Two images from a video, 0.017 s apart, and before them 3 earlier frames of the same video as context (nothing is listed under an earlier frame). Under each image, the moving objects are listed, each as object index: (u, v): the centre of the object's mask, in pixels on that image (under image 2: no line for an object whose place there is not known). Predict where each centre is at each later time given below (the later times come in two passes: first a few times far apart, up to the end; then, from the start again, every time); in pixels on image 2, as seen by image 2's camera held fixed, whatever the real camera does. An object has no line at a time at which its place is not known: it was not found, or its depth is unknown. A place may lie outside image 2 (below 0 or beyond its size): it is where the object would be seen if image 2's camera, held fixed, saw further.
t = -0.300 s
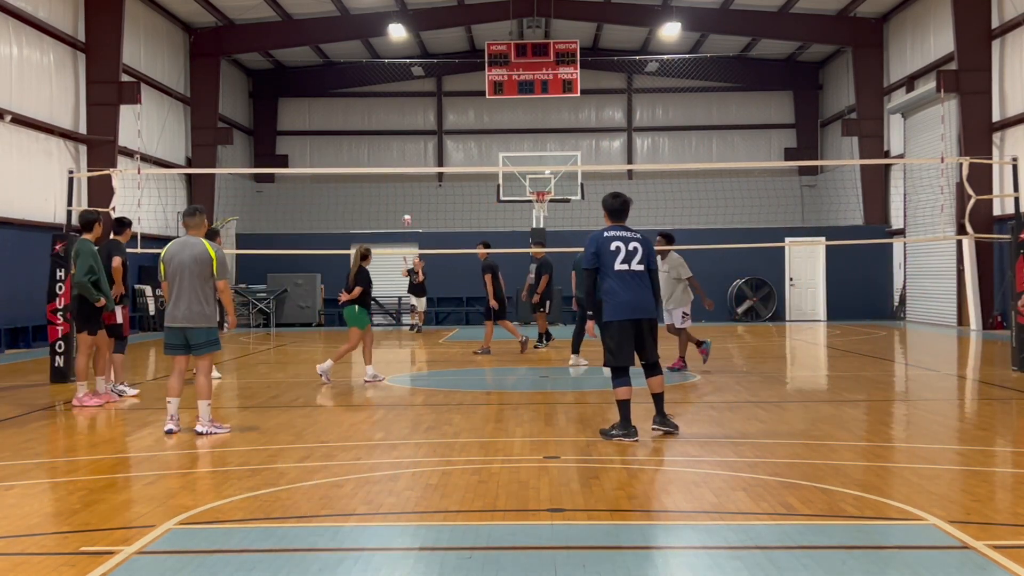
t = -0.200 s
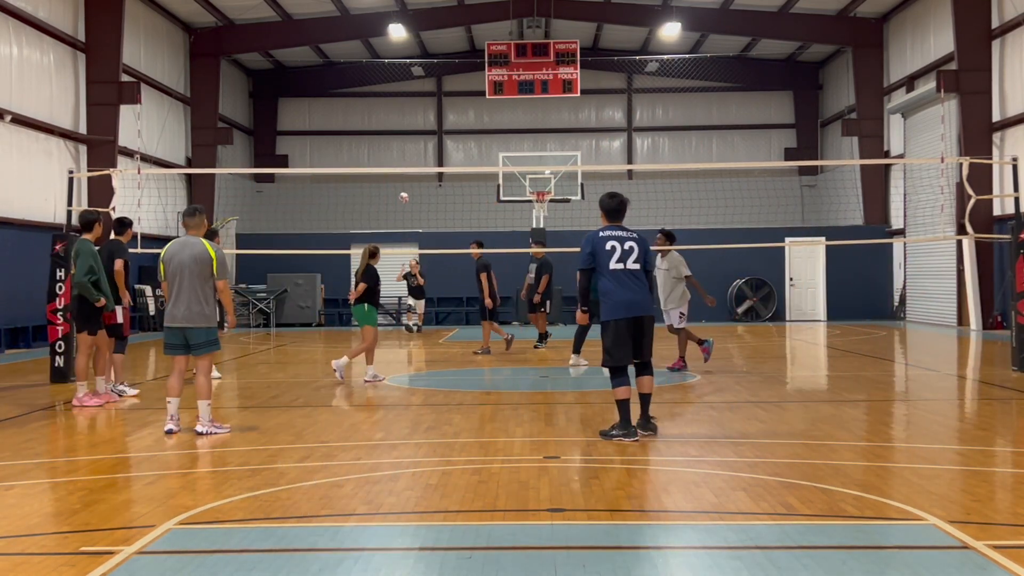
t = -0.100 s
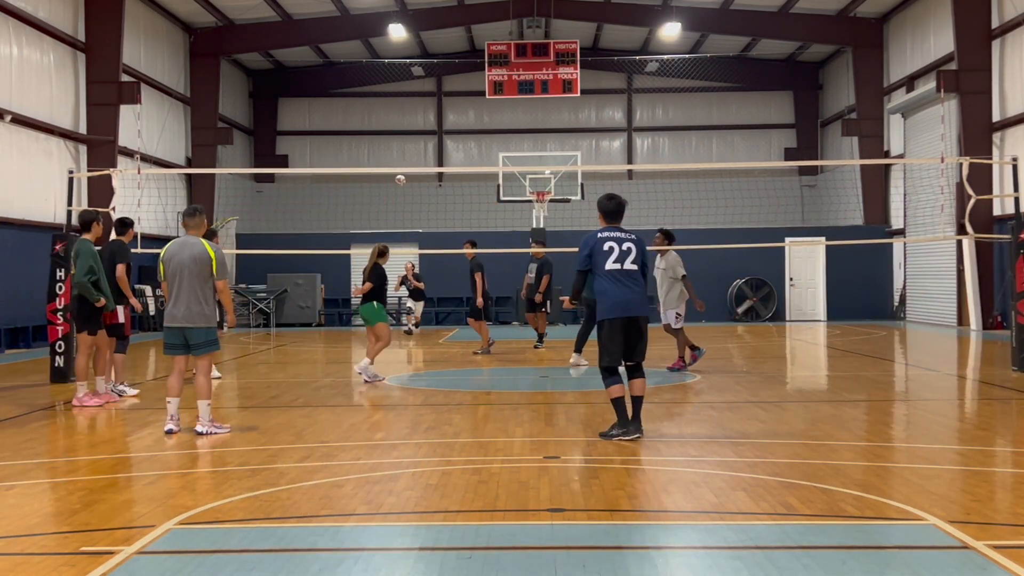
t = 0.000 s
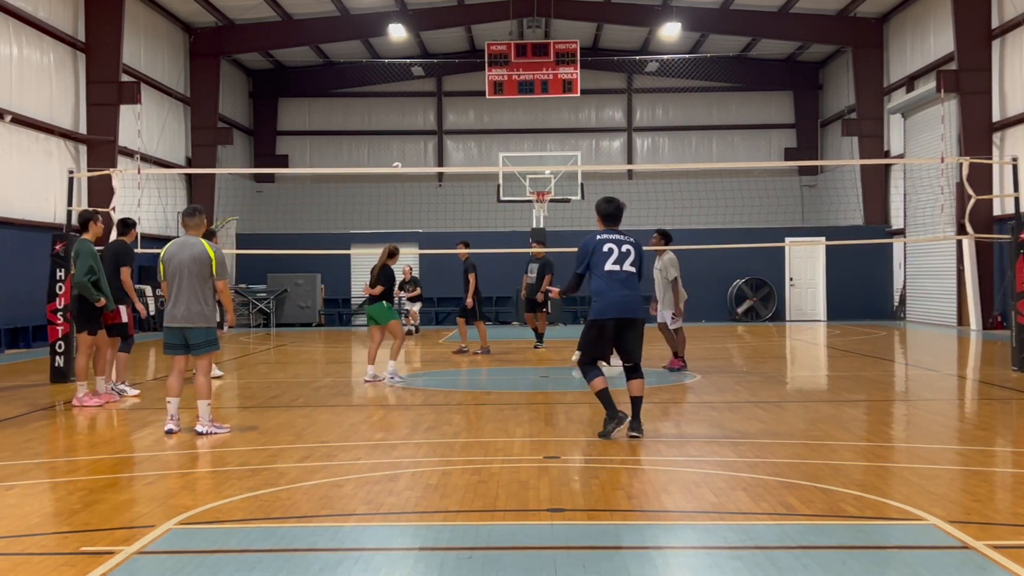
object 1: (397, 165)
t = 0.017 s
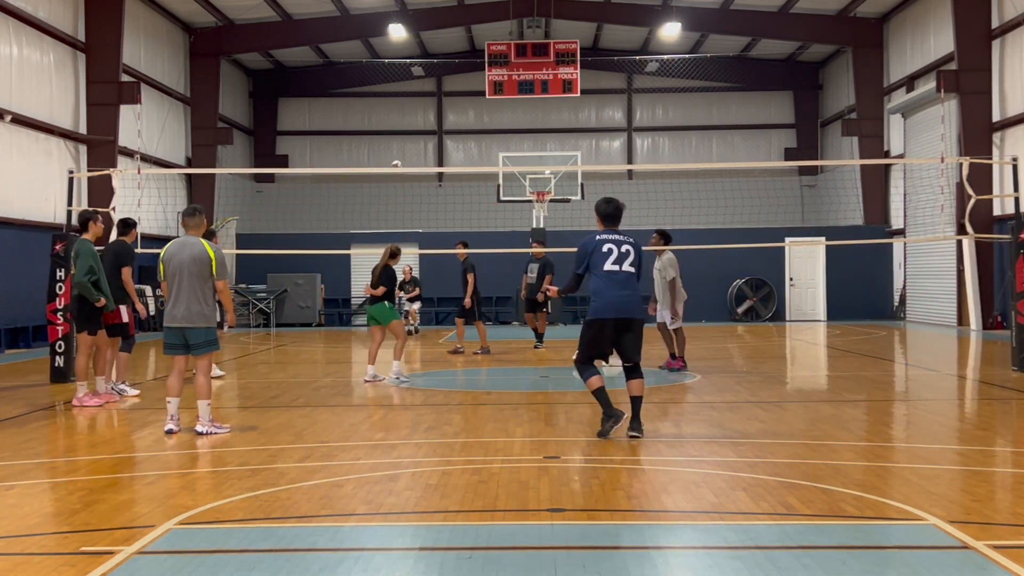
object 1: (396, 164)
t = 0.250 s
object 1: (389, 157)
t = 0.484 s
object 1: (381, 175)
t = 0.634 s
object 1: (377, 200)
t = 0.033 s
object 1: (396, 163)
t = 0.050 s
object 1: (395, 162)
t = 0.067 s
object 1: (394, 161)
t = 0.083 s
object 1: (394, 160)
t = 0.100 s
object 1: (393, 159)
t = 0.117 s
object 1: (393, 158)
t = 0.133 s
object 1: (392, 157)
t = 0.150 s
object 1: (392, 157)
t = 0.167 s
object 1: (392, 157)
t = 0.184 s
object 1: (391, 156)
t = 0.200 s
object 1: (390, 156)
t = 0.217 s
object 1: (390, 156)
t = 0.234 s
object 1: (389, 156)
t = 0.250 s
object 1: (389, 157)
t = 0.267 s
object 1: (388, 157)
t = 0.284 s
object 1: (387, 157)
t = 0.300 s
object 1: (387, 158)
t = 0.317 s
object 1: (387, 159)
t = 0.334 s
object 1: (386, 160)
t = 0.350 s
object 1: (385, 160)
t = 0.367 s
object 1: (385, 161)
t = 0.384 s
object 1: (384, 163)
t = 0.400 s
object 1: (384, 164)
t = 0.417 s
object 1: (383, 164)
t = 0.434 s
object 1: (383, 165)
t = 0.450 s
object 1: (383, 169)
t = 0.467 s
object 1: (381, 173)
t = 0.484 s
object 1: (381, 175)
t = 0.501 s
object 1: (380, 177)
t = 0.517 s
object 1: (380, 178)
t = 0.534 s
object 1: (380, 181)
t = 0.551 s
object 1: (379, 184)
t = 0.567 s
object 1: (379, 187)
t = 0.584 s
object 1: (378, 190)
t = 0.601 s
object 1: (378, 193)
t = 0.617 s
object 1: (377, 196)
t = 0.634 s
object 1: (377, 200)
